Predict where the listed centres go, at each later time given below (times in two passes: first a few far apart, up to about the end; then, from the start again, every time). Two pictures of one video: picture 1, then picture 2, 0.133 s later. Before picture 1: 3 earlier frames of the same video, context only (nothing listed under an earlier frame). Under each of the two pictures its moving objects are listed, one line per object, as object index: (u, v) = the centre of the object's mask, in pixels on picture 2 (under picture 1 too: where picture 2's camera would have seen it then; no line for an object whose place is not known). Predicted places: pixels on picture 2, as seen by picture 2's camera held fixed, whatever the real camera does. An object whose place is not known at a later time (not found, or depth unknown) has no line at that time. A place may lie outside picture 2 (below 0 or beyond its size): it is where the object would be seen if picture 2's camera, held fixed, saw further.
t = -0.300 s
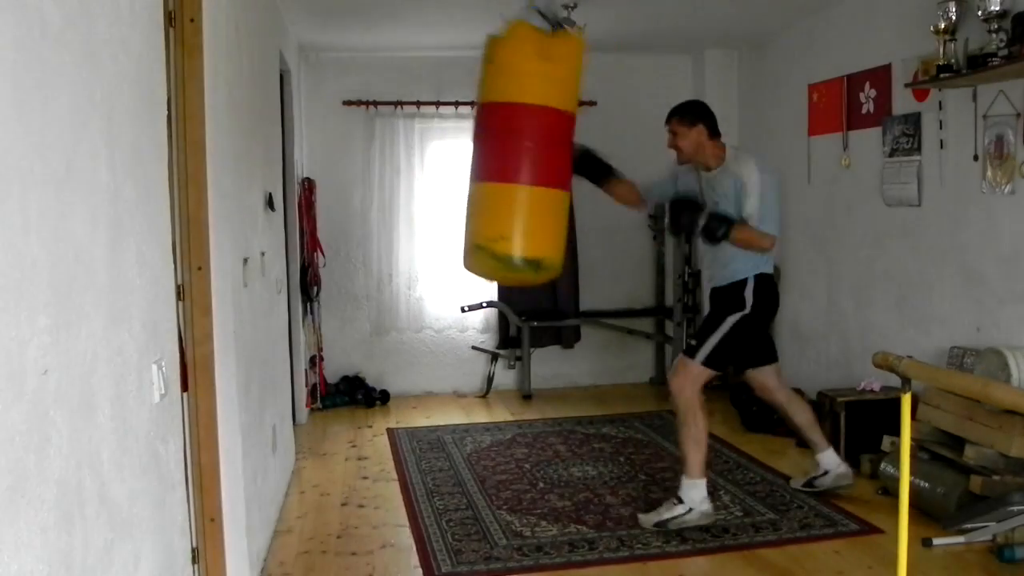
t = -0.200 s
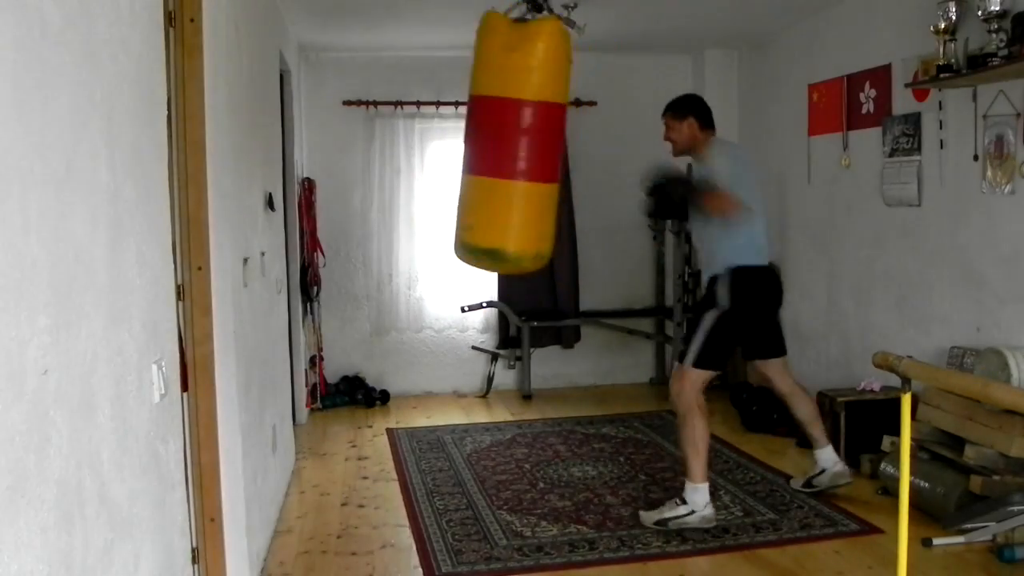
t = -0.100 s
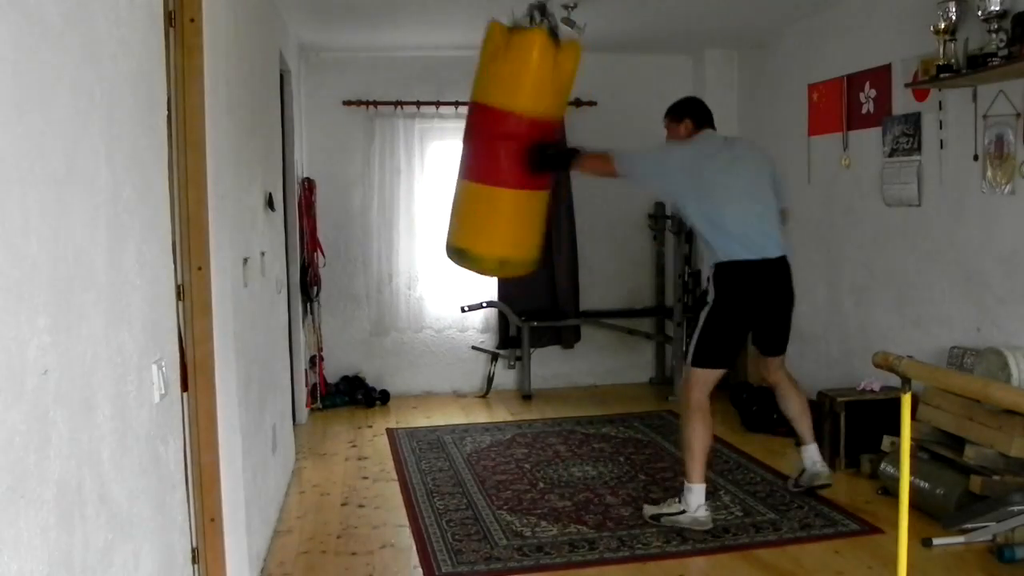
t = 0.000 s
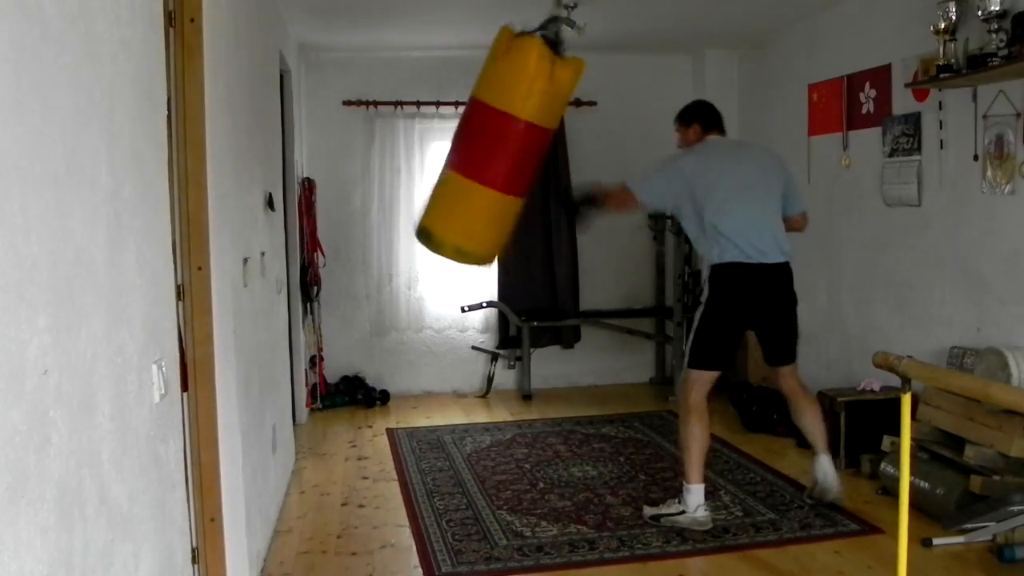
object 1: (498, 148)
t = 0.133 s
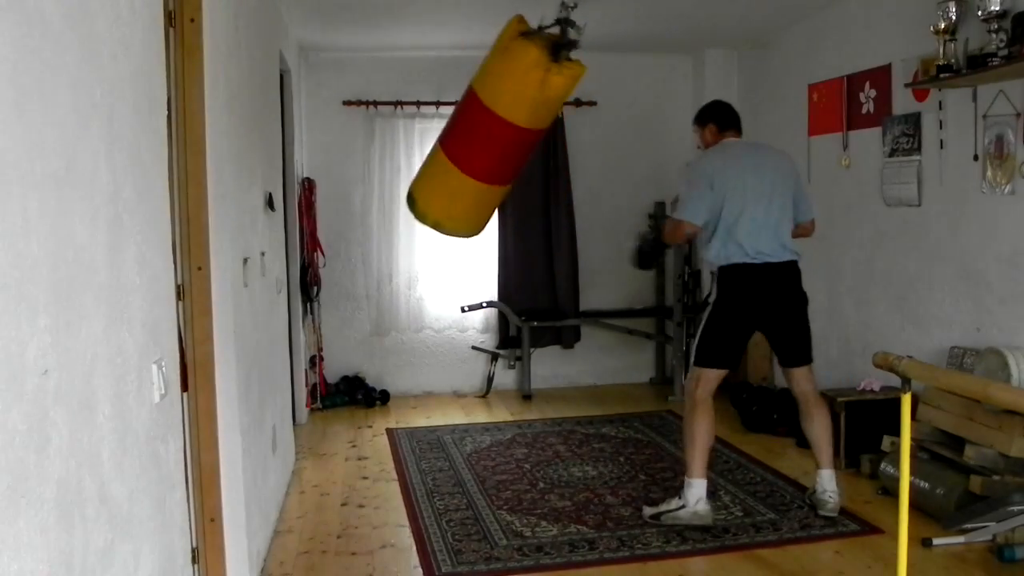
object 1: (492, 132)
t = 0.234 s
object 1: (489, 126)
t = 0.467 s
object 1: (518, 132)
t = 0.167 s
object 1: (491, 129)
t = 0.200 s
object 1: (489, 128)
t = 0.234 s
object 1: (489, 126)
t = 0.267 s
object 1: (489, 127)
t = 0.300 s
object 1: (492, 125)
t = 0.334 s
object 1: (496, 124)
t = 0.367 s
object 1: (501, 124)
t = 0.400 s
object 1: (507, 126)
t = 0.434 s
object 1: (512, 129)
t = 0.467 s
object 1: (518, 132)
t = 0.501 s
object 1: (524, 136)
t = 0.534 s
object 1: (530, 137)
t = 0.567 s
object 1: (537, 141)
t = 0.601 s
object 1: (544, 146)
